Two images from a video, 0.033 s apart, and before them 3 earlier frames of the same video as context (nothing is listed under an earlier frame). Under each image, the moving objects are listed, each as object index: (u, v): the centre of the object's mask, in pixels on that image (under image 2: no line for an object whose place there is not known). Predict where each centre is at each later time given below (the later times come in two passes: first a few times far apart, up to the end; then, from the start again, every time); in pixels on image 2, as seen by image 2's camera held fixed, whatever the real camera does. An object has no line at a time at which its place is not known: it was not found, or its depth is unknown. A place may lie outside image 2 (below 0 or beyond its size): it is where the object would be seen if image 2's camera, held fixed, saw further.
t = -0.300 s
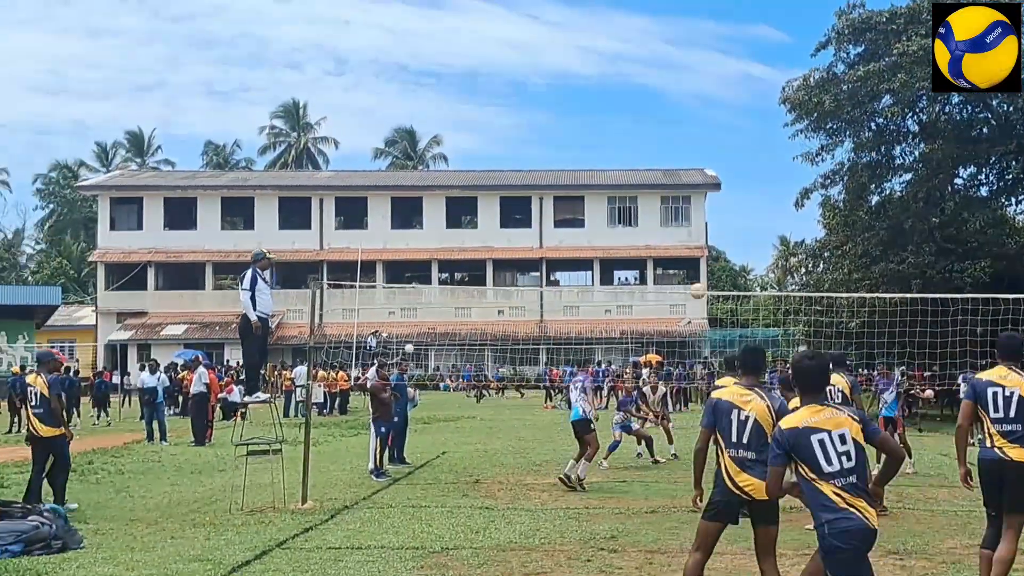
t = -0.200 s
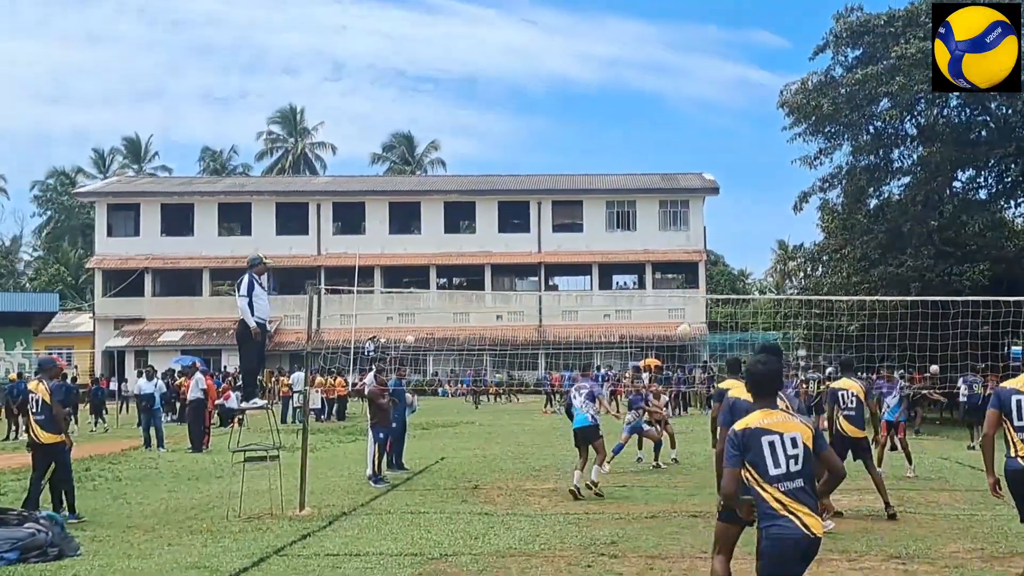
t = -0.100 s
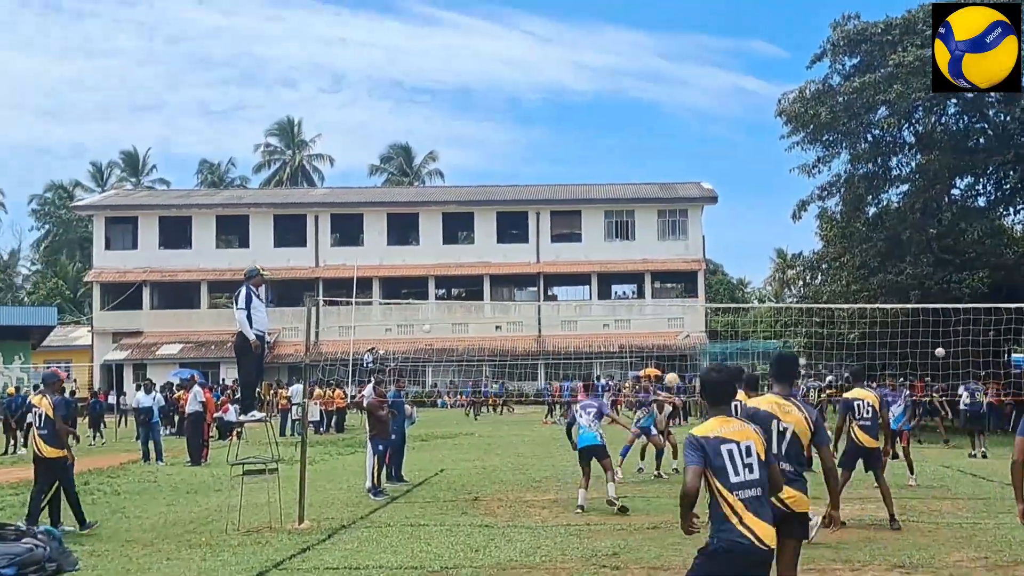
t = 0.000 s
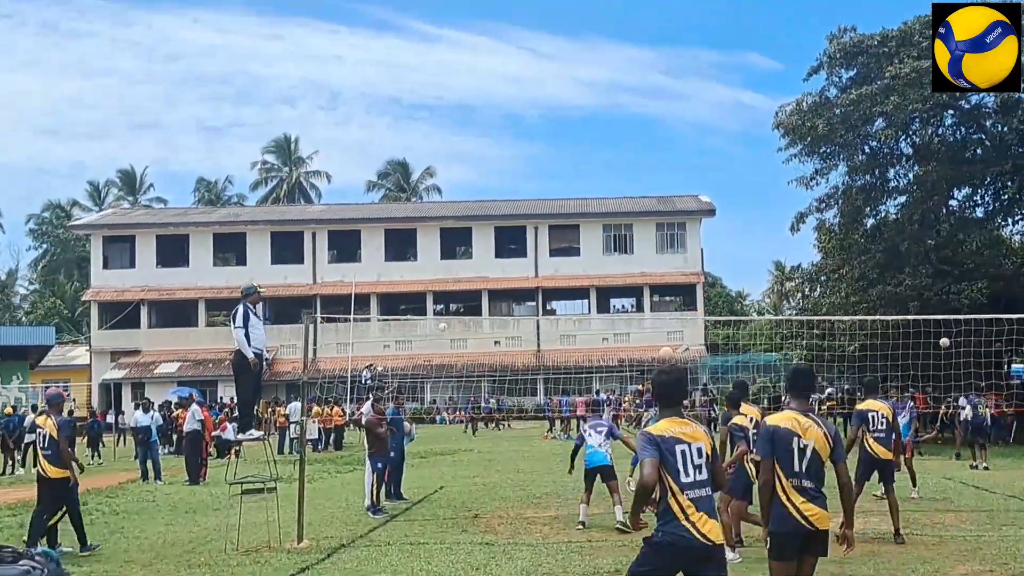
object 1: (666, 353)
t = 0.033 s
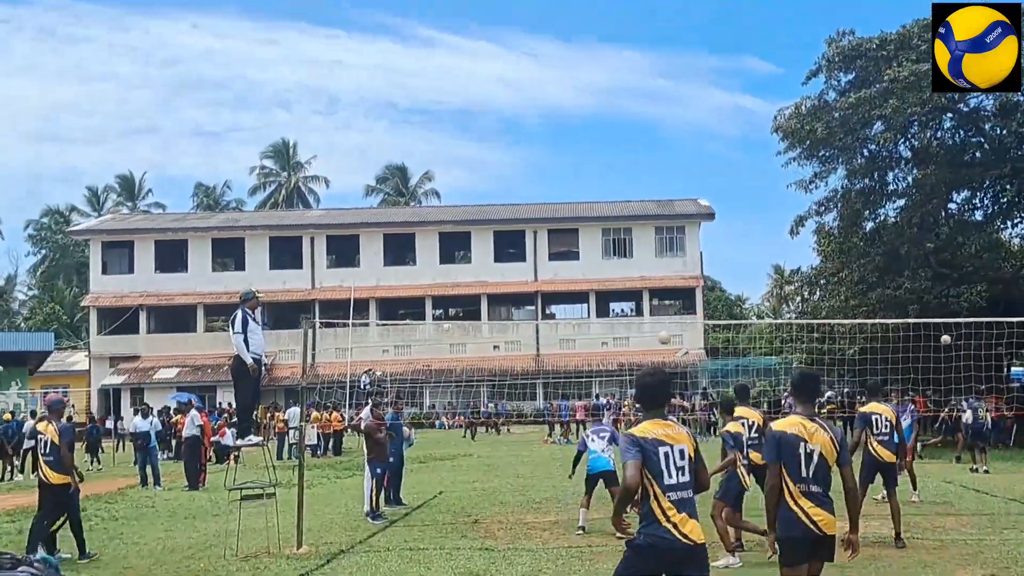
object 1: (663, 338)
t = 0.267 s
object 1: (652, 218)
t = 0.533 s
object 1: (634, 125)
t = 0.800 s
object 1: (613, 75)
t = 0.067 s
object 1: (663, 318)
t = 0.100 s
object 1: (661, 300)
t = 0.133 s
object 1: (659, 279)
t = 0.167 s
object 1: (658, 265)
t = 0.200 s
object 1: (656, 250)
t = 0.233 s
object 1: (654, 234)
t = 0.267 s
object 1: (652, 218)
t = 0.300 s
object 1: (650, 205)
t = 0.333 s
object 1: (648, 192)
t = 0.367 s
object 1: (646, 179)
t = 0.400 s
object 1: (643, 167)
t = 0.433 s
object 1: (641, 155)
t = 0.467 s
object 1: (638, 144)
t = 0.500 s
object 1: (636, 134)
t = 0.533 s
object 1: (634, 125)
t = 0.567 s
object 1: (631, 116)
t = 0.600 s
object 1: (628, 108)
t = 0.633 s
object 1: (626, 101)
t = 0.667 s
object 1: (623, 94)
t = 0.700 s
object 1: (621, 88)
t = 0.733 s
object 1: (618, 83)
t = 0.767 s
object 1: (616, 78)
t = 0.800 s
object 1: (613, 75)
